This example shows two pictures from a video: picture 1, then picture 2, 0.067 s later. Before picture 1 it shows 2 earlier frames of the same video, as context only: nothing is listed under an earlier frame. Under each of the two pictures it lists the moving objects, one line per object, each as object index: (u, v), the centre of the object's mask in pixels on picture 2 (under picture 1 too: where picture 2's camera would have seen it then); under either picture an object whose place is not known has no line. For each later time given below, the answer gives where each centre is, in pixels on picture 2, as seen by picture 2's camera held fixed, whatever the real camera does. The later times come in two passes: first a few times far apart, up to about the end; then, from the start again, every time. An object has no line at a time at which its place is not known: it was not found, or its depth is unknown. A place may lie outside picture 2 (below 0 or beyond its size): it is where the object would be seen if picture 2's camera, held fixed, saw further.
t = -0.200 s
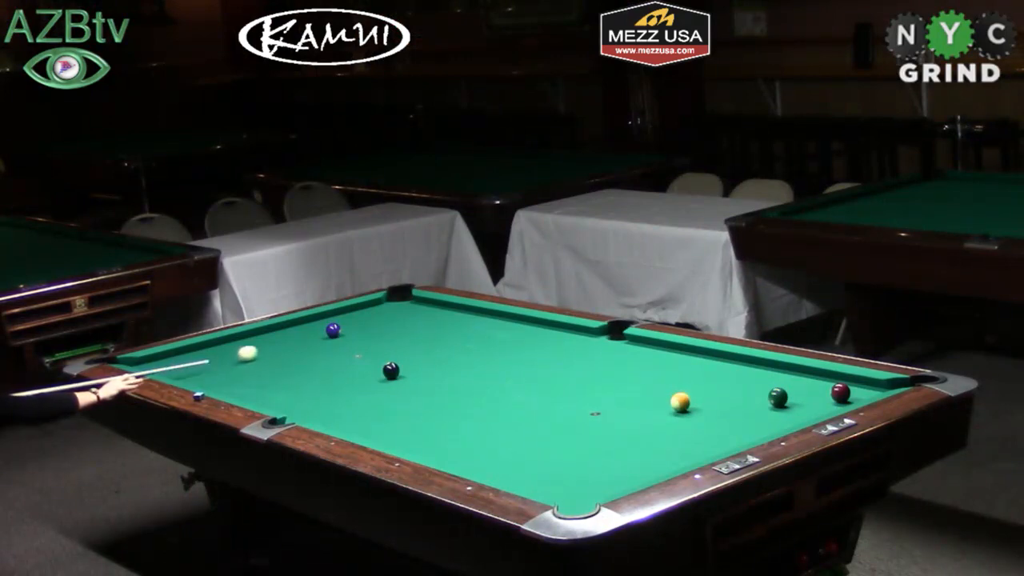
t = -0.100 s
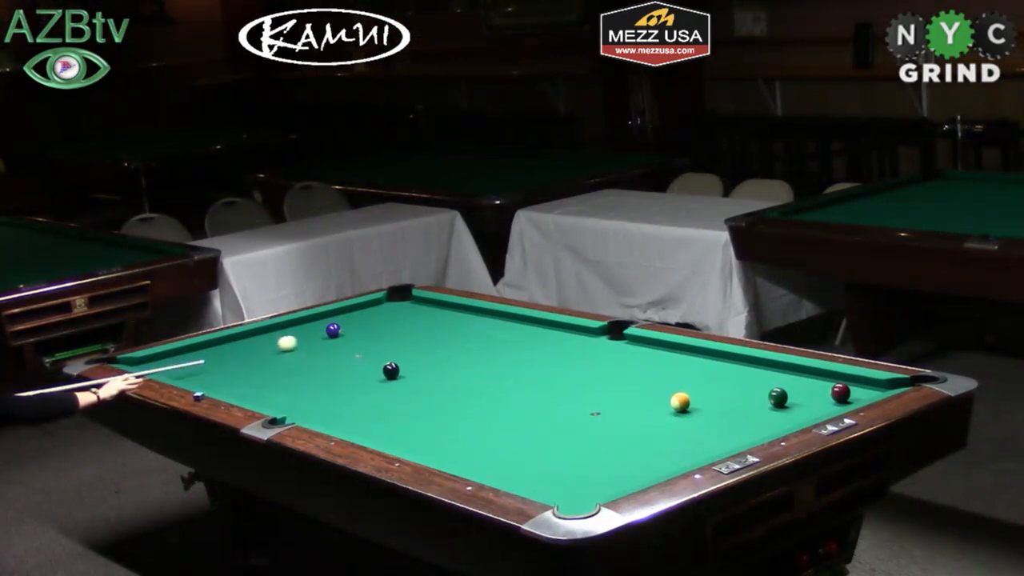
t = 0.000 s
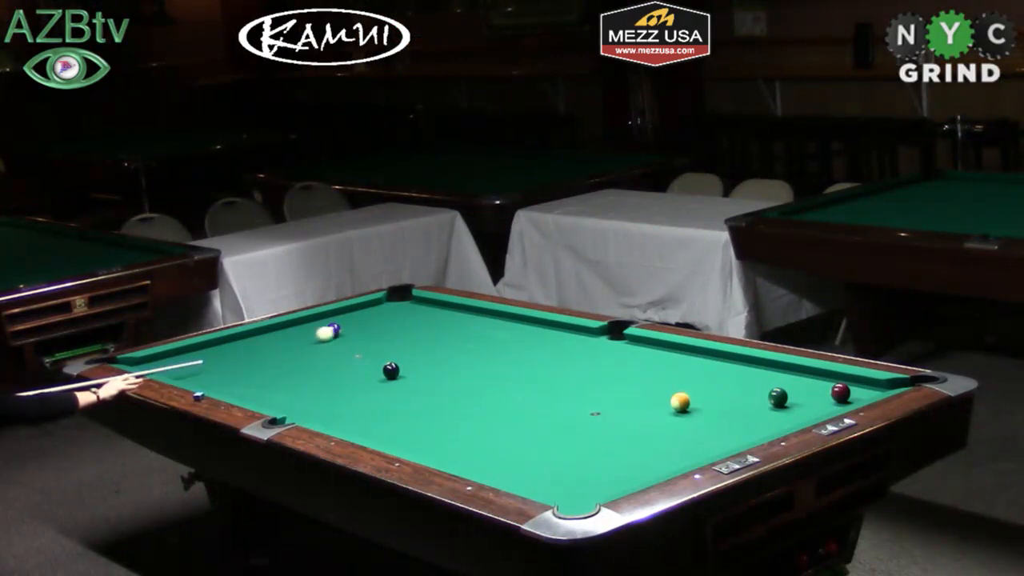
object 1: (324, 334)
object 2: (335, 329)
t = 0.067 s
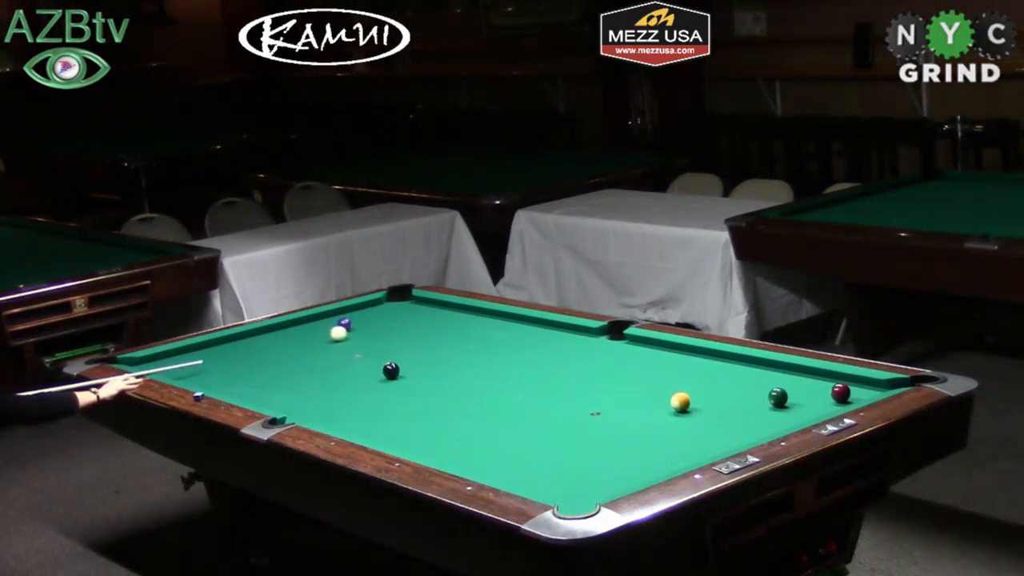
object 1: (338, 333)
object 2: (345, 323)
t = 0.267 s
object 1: (382, 330)
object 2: (371, 311)
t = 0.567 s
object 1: (449, 323)
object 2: (403, 295)
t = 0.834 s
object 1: (507, 318)
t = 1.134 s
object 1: (515, 325)
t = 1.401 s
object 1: (517, 334)
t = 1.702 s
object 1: (519, 344)
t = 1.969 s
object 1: (520, 352)
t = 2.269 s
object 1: (522, 362)
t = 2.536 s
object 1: (523, 370)
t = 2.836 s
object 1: (525, 380)
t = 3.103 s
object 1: (527, 388)
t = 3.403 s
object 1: (528, 397)
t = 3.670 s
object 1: (529, 406)
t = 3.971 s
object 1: (530, 414)
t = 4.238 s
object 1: (531, 422)
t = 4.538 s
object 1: (532, 431)
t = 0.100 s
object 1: (345, 333)
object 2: (350, 320)
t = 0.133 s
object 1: (352, 333)
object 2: (354, 319)
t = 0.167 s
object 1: (359, 332)
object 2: (359, 317)
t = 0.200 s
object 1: (367, 331)
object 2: (364, 314)
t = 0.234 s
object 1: (375, 330)
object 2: (368, 313)
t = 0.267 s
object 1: (382, 330)
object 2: (371, 311)
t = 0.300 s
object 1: (390, 329)
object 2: (376, 309)
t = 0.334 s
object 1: (397, 328)
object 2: (378, 307)
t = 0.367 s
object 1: (404, 327)
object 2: (382, 306)
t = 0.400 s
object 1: (412, 327)
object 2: (385, 303)
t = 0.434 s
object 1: (419, 326)
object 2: (390, 301)
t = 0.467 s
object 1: (427, 325)
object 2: (393, 300)
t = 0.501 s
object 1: (434, 325)
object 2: (397, 298)
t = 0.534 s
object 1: (442, 324)
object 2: (400, 296)
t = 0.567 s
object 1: (449, 323)
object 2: (403, 295)
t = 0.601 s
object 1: (456, 323)
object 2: (404, 294)
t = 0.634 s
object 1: (463, 322)
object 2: (403, 296)
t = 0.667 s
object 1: (471, 321)
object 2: (402, 299)
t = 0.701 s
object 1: (478, 321)
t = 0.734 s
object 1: (485, 320)
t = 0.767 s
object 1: (492, 319)
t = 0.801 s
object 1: (499, 318)
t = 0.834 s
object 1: (507, 318)
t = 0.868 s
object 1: (514, 317)
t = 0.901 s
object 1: (515, 318)
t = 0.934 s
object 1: (514, 319)
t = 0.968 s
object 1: (514, 320)
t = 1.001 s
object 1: (514, 321)
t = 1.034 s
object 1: (514, 322)
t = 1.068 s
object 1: (515, 323)
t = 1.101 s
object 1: (515, 324)
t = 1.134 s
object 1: (515, 325)
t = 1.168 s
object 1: (515, 327)
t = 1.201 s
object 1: (516, 328)
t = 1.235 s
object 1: (516, 329)
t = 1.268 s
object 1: (516, 330)
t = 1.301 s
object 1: (516, 331)
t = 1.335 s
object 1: (516, 332)
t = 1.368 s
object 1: (517, 333)
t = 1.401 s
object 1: (517, 334)
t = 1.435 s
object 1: (517, 335)
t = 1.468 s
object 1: (517, 336)
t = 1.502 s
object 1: (517, 337)
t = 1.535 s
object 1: (518, 338)
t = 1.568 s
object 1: (518, 339)
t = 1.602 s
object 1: (518, 341)
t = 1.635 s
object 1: (518, 342)
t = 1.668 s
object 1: (518, 342)
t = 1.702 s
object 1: (519, 344)
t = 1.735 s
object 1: (519, 345)
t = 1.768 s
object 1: (519, 346)
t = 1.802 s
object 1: (519, 347)
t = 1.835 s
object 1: (519, 348)
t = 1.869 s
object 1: (519, 349)
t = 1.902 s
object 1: (520, 350)
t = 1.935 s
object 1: (520, 351)
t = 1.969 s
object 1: (520, 352)
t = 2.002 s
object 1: (520, 353)
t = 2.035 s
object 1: (520, 354)
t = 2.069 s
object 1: (521, 355)
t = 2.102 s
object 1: (521, 356)
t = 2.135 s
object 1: (521, 358)
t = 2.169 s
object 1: (521, 359)
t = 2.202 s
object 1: (522, 360)
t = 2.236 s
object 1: (522, 361)
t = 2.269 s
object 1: (522, 362)
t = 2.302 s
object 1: (522, 363)
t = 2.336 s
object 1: (522, 364)
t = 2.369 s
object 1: (522, 365)
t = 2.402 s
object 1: (522, 366)
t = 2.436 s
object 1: (523, 367)
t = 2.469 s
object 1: (523, 368)
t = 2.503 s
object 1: (523, 369)
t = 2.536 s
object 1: (523, 370)
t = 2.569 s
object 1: (523, 371)
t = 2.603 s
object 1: (524, 372)
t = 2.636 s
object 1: (524, 373)
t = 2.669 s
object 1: (524, 374)
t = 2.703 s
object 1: (524, 375)
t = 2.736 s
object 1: (524, 376)
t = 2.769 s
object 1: (525, 378)
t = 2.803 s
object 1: (525, 378)
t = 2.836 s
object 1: (525, 380)
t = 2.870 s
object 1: (525, 381)
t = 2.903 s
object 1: (525, 382)
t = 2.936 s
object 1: (526, 383)
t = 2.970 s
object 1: (526, 384)
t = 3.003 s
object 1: (526, 385)
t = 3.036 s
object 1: (526, 386)
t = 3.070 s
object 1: (526, 387)
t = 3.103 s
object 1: (527, 388)
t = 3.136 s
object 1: (526, 389)
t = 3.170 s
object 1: (527, 390)
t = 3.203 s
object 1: (527, 391)
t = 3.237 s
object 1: (527, 392)
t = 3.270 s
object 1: (527, 393)
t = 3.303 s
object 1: (527, 394)
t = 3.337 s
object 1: (527, 395)
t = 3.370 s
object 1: (527, 396)
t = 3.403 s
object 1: (528, 397)
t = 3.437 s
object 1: (528, 398)
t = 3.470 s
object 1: (528, 399)
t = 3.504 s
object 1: (528, 400)
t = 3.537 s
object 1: (528, 401)
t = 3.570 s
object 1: (528, 402)
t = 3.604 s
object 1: (528, 403)
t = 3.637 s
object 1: (529, 404)
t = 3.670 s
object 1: (529, 406)
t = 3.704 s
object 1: (529, 406)
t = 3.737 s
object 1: (529, 407)
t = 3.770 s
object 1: (529, 408)
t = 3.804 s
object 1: (529, 409)
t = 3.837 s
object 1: (529, 410)
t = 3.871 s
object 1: (529, 411)
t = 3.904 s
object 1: (530, 413)
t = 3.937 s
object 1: (530, 413)
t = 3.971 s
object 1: (530, 414)
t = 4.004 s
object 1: (530, 415)
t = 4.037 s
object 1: (530, 416)
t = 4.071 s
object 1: (530, 417)
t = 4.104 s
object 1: (530, 418)
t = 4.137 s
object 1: (530, 419)
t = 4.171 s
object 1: (531, 420)
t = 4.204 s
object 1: (531, 421)
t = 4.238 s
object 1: (531, 422)
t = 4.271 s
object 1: (531, 423)
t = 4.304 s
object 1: (531, 424)
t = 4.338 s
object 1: (531, 425)
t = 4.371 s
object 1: (531, 426)
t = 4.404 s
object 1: (532, 427)
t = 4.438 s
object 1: (532, 428)
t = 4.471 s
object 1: (532, 429)
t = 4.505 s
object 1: (532, 430)
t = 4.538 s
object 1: (532, 431)
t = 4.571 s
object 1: (532, 432)
